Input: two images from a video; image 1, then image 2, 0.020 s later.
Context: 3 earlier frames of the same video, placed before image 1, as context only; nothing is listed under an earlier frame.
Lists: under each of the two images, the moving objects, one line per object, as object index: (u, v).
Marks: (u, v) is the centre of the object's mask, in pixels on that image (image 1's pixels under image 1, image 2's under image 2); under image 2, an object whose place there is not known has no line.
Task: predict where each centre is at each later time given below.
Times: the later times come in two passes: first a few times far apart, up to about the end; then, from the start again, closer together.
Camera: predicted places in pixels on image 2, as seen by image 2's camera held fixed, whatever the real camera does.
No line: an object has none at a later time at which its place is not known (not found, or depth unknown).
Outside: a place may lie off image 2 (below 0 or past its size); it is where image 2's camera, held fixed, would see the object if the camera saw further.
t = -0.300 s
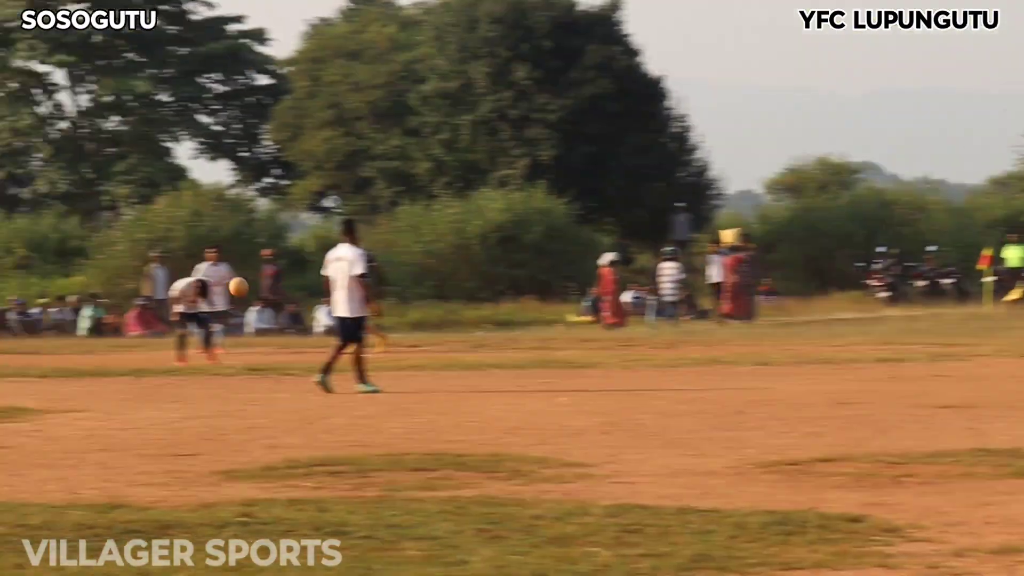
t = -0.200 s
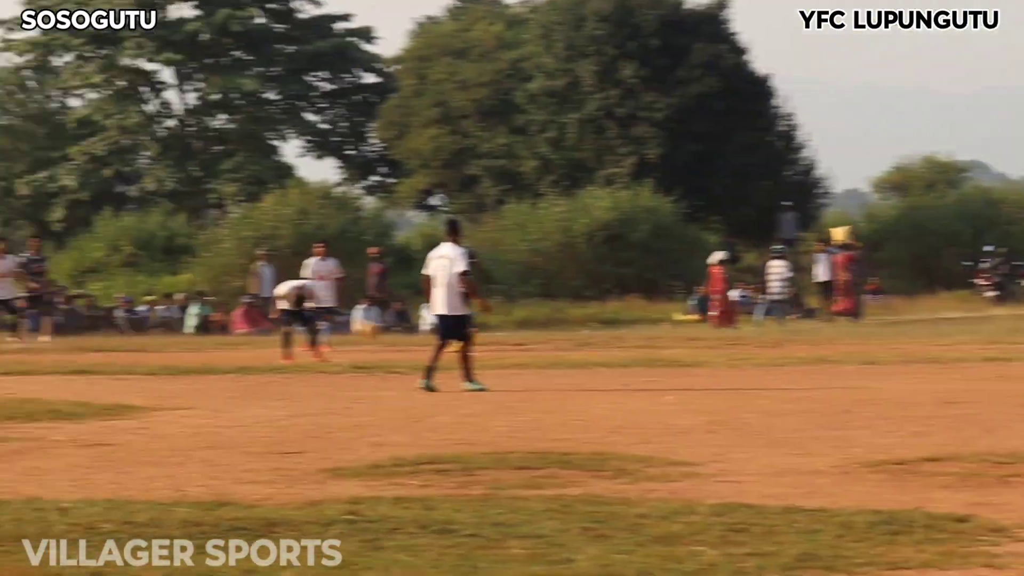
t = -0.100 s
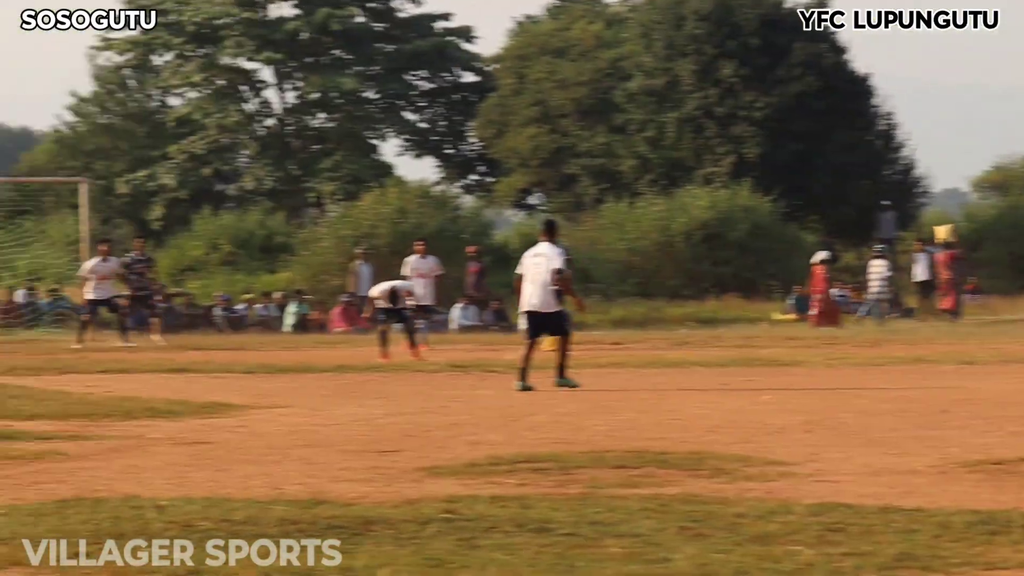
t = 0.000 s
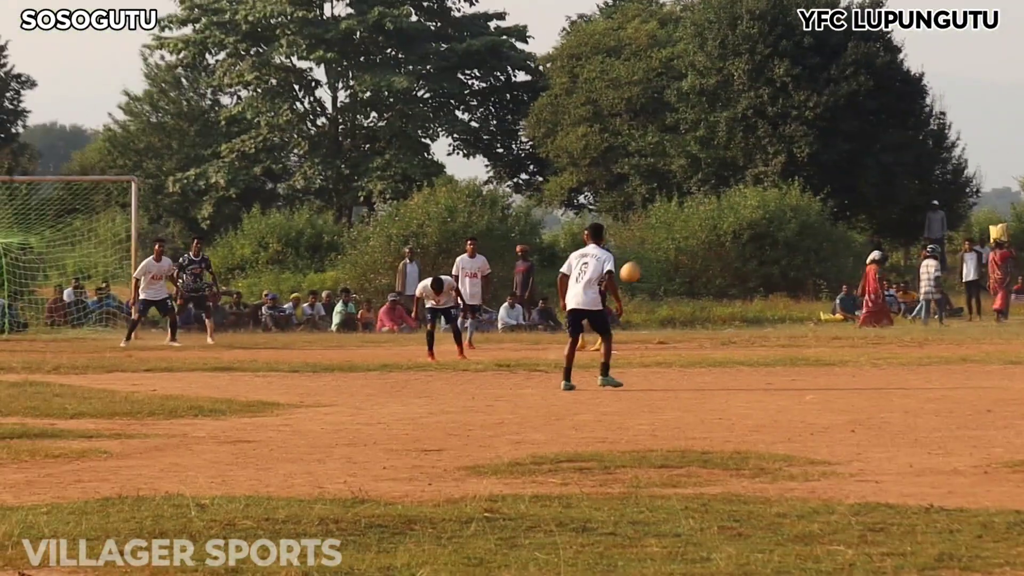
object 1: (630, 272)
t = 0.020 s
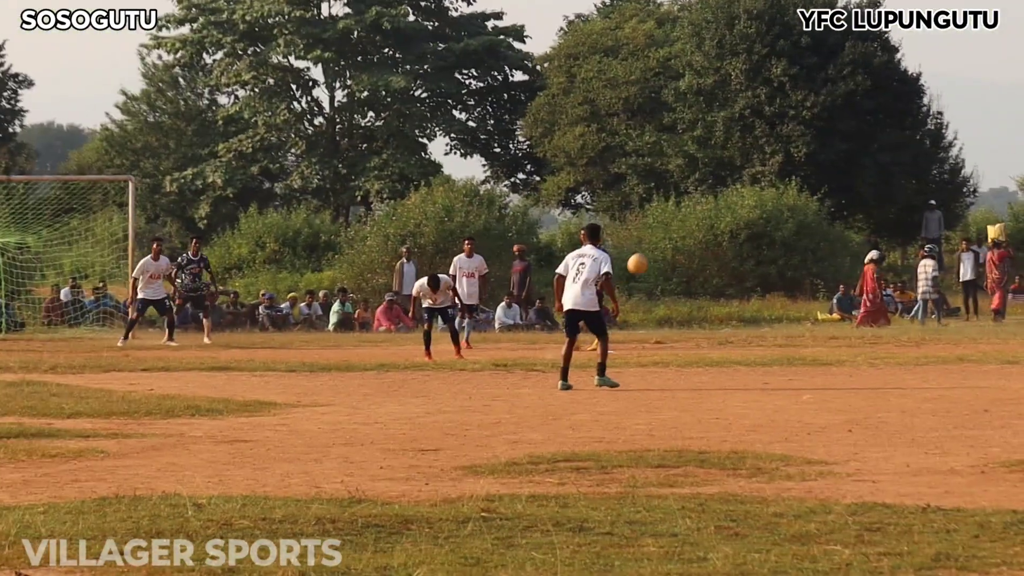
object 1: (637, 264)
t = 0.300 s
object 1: (779, 185)
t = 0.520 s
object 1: (891, 176)
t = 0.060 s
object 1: (657, 247)
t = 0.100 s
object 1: (678, 233)
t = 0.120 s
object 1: (688, 226)
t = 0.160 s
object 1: (709, 214)
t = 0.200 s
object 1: (728, 204)
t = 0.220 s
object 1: (738, 199)
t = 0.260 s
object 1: (759, 192)
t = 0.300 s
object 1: (779, 185)
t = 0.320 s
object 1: (789, 182)
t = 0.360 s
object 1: (809, 178)
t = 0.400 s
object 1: (830, 175)
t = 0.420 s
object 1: (839, 174)
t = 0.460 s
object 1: (861, 174)
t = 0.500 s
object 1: (880, 175)
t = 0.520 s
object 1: (891, 176)
